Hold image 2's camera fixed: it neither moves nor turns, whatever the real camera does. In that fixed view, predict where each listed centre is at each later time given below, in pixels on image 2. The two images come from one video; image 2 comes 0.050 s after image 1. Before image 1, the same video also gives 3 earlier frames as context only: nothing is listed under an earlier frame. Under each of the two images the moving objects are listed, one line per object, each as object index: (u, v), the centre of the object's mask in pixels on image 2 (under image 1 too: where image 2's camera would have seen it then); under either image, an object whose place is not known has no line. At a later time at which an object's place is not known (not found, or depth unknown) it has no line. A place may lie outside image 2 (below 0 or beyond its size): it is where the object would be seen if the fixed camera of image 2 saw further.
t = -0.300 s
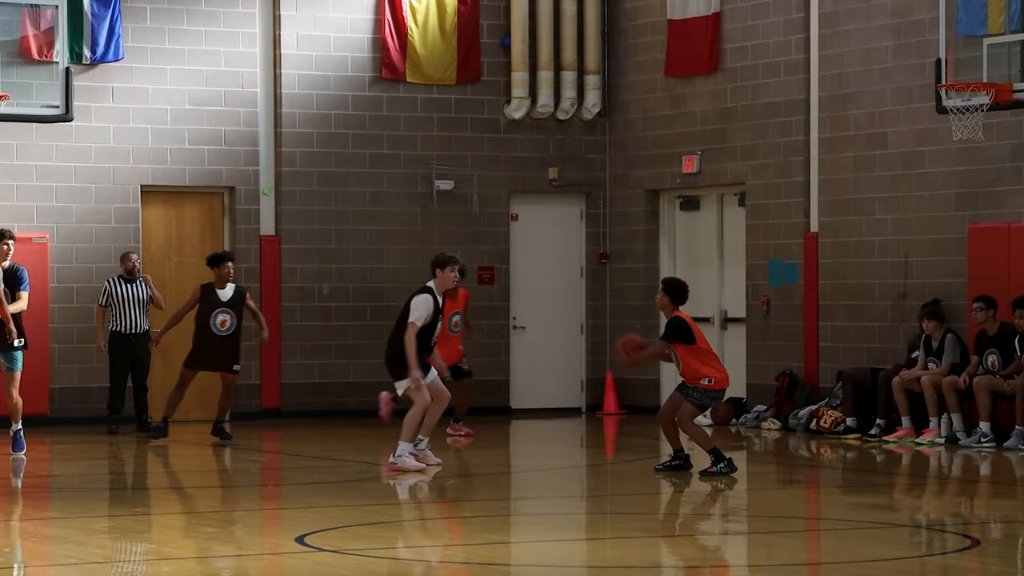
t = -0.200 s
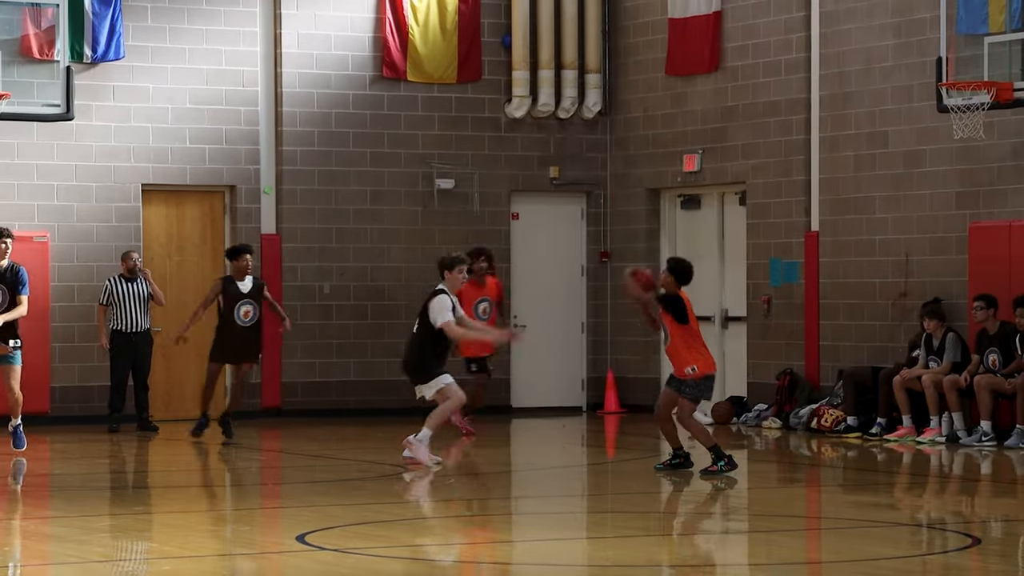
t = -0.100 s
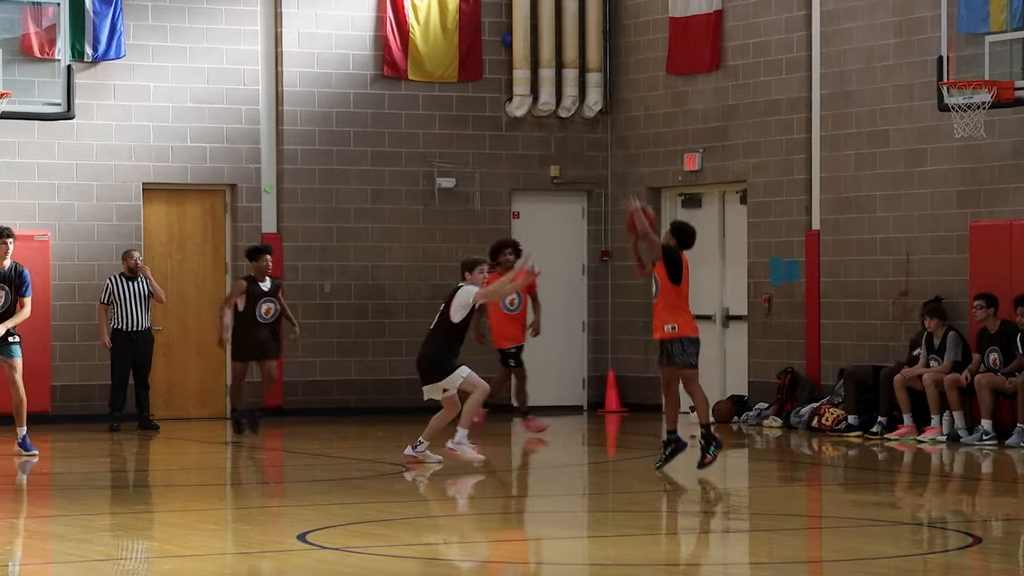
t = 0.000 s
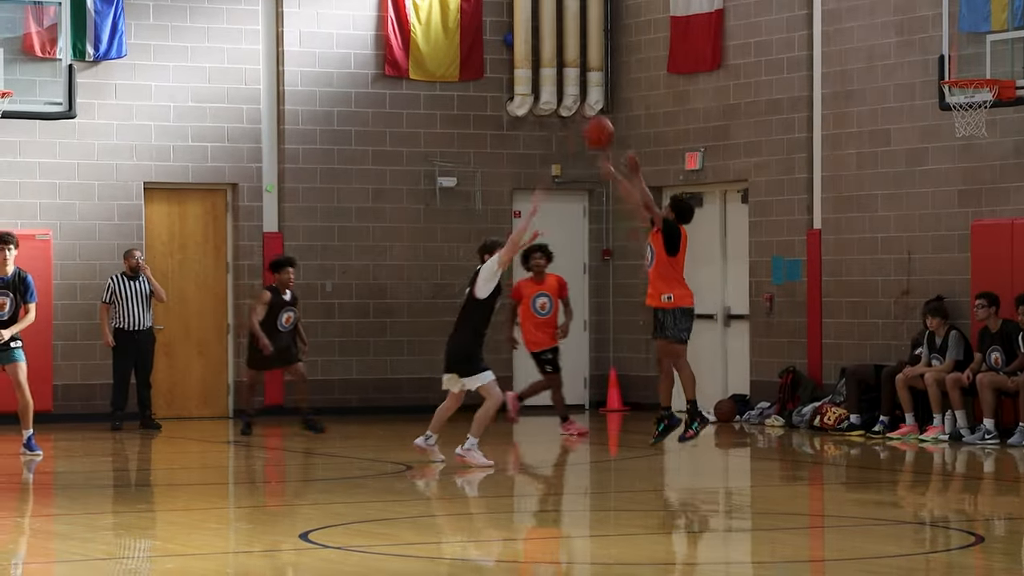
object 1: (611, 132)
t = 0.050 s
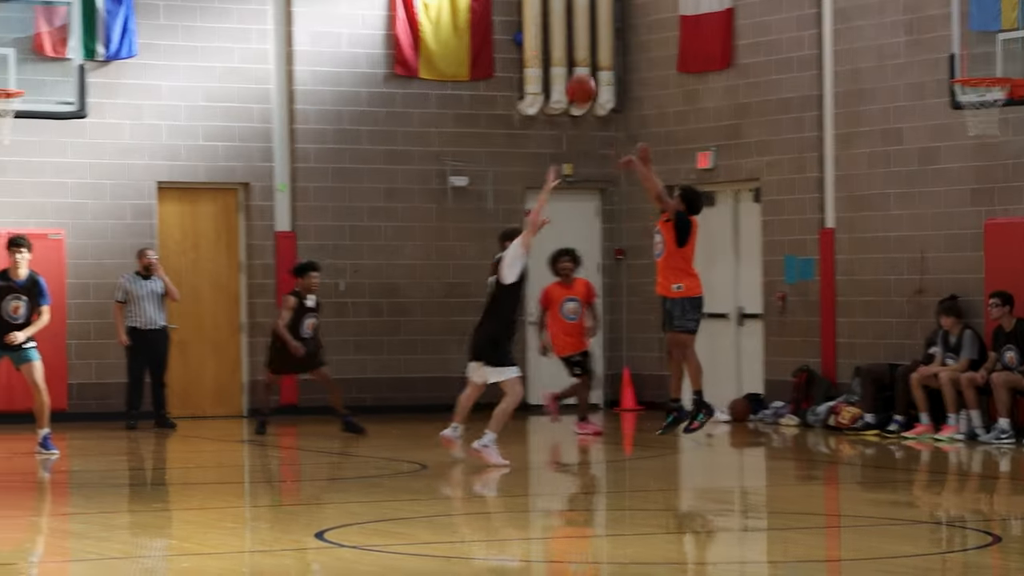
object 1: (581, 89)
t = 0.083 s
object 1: (562, 64)
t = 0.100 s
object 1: (552, 52)
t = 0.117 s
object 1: (543, 39)
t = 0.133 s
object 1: (531, 25)
